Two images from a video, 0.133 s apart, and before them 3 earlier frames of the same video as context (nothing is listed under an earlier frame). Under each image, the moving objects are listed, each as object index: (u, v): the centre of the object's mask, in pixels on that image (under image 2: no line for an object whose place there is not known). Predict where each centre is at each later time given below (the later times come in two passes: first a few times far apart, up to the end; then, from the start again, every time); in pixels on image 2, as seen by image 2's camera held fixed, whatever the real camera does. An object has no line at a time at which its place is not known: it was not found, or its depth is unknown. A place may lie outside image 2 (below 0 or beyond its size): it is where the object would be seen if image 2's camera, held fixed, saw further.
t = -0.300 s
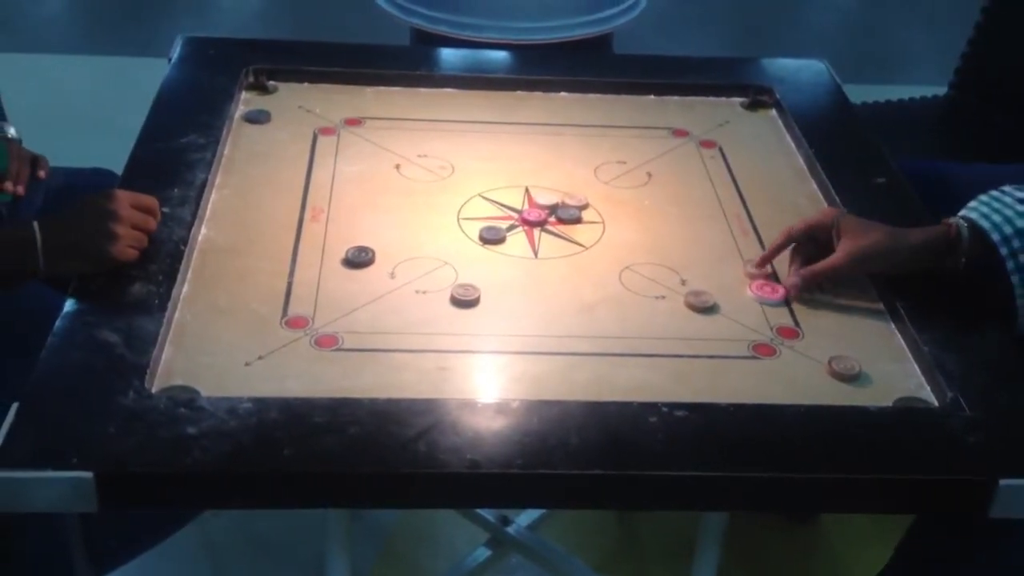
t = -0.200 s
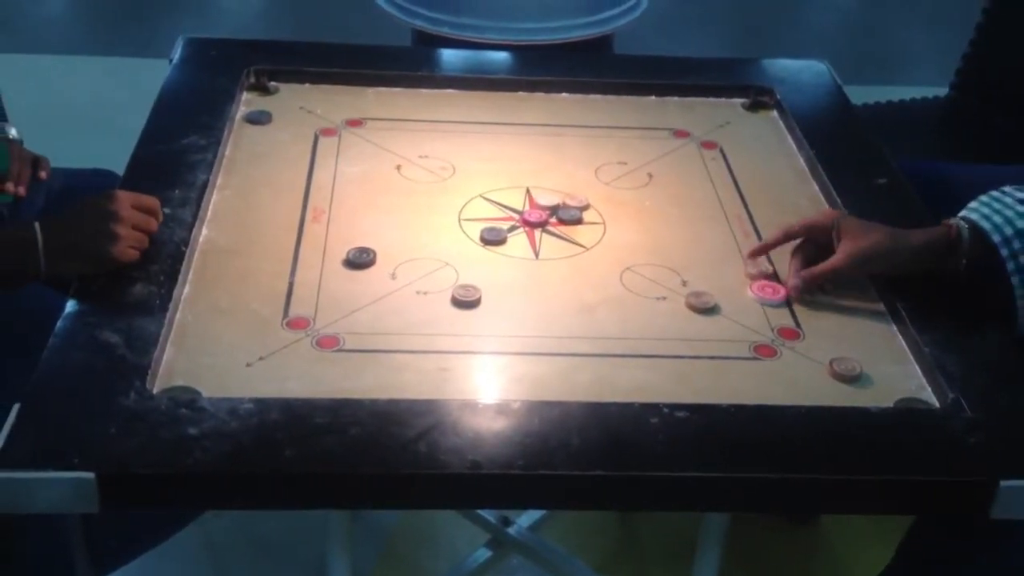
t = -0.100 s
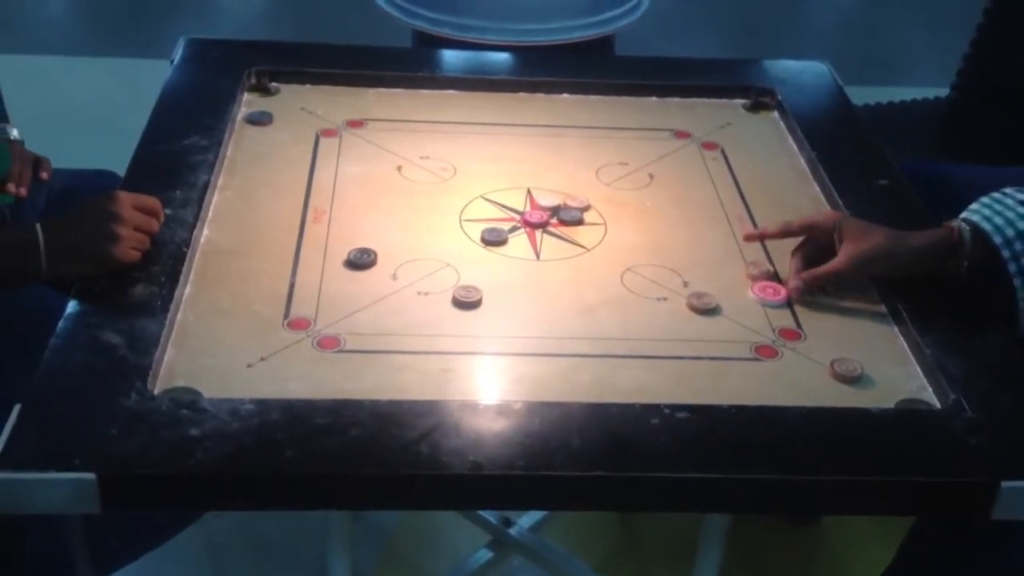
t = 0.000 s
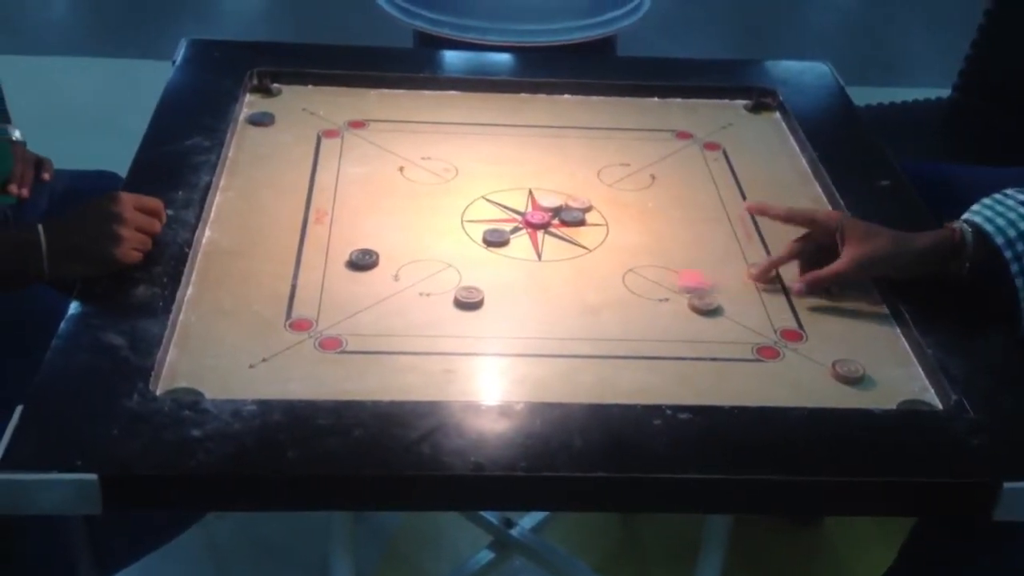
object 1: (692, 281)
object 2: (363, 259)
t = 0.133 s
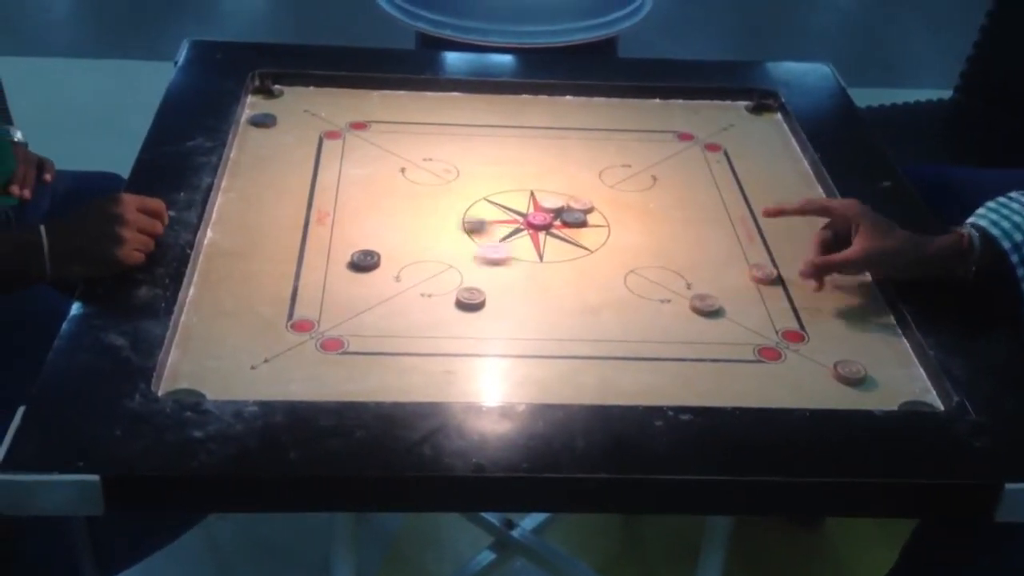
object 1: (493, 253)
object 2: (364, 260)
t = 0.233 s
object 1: (395, 254)
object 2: (360, 261)
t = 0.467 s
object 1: (346, 242)
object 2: (211, 290)
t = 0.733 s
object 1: (341, 241)
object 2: (214, 292)
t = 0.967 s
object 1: (340, 241)
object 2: (213, 292)
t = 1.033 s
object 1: (340, 241)
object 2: (214, 292)
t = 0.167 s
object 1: (459, 254)
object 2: (364, 260)
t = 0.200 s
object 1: (425, 254)
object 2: (364, 260)
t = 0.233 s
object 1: (395, 254)
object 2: (360, 261)
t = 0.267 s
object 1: (384, 251)
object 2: (328, 266)
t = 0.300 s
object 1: (375, 249)
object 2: (296, 272)
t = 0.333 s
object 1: (366, 247)
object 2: (266, 276)
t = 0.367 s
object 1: (359, 245)
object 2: (238, 281)
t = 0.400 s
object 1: (353, 244)
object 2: (212, 285)
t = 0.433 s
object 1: (350, 242)
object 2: (208, 287)
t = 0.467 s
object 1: (346, 242)
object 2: (211, 290)
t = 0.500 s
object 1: (344, 242)
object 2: (213, 291)
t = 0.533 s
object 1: (342, 241)
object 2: (214, 292)
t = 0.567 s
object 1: (341, 241)
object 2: (214, 291)
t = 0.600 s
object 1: (341, 241)
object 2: (213, 292)
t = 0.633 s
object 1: (341, 241)
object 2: (213, 292)
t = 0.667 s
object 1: (341, 241)
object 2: (214, 292)
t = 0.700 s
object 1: (341, 241)
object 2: (214, 292)
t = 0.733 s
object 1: (341, 241)
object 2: (214, 292)
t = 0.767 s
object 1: (341, 241)
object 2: (214, 292)
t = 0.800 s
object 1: (341, 241)
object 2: (214, 292)
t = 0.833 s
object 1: (340, 241)
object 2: (214, 292)
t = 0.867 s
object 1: (340, 241)
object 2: (214, 291)
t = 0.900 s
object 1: (340, 241)
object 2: (213, 292)
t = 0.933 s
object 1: (340, 241)
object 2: (213, 292)
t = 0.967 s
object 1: (340, 241)
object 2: (213, 292)
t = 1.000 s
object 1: (340, 241)
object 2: (213, 292)
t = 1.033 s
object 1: (340, 241)
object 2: (214, 292)
